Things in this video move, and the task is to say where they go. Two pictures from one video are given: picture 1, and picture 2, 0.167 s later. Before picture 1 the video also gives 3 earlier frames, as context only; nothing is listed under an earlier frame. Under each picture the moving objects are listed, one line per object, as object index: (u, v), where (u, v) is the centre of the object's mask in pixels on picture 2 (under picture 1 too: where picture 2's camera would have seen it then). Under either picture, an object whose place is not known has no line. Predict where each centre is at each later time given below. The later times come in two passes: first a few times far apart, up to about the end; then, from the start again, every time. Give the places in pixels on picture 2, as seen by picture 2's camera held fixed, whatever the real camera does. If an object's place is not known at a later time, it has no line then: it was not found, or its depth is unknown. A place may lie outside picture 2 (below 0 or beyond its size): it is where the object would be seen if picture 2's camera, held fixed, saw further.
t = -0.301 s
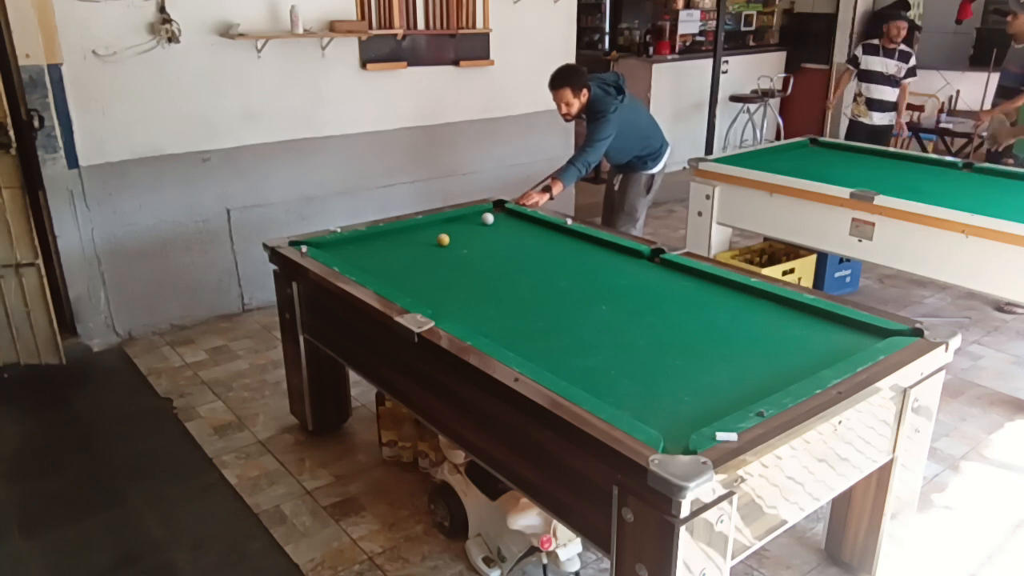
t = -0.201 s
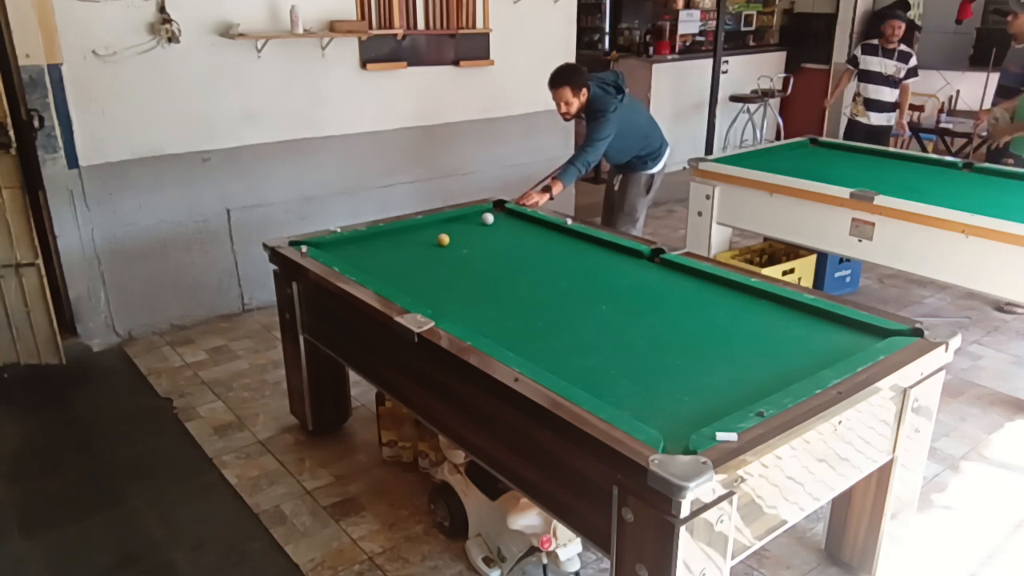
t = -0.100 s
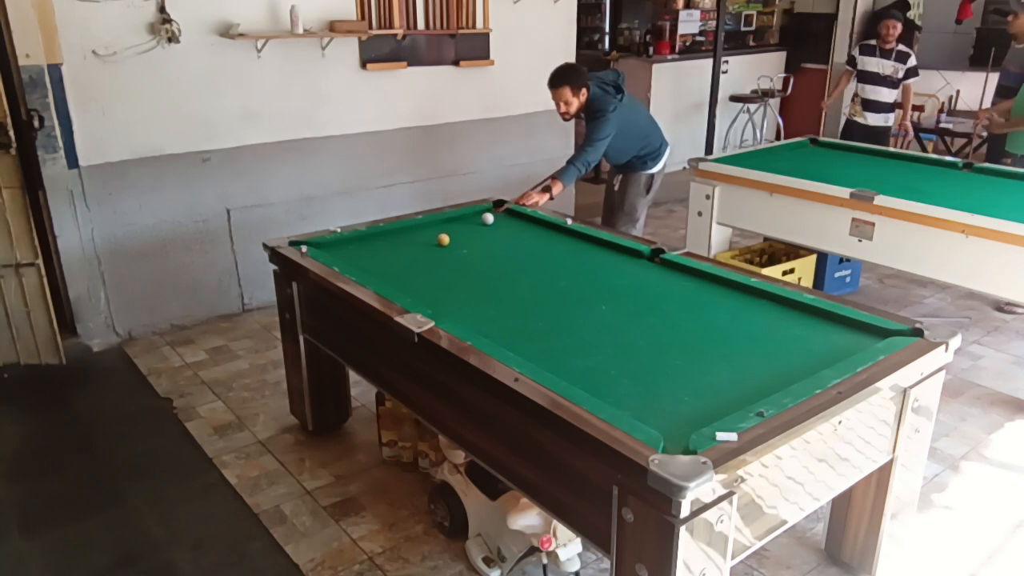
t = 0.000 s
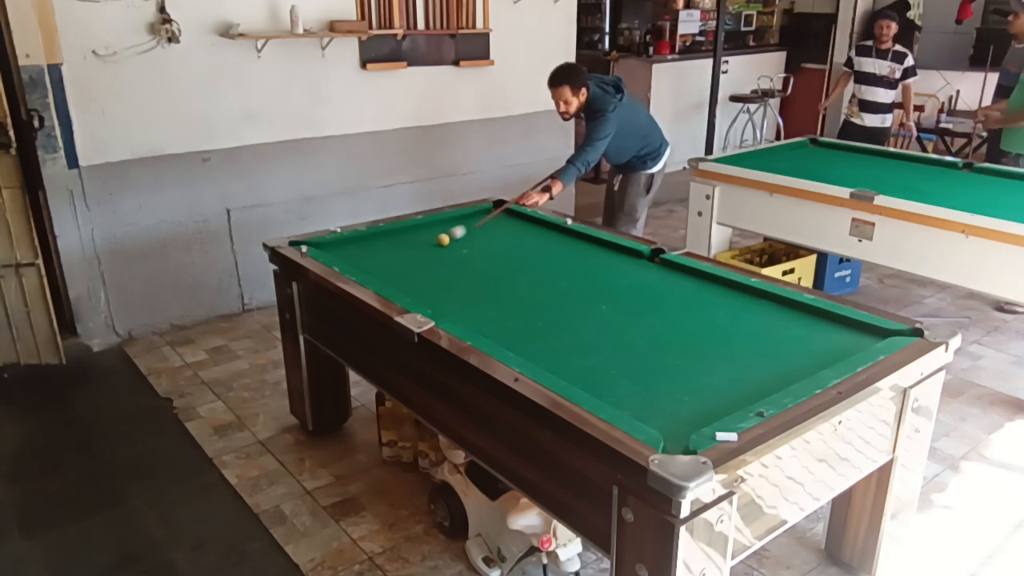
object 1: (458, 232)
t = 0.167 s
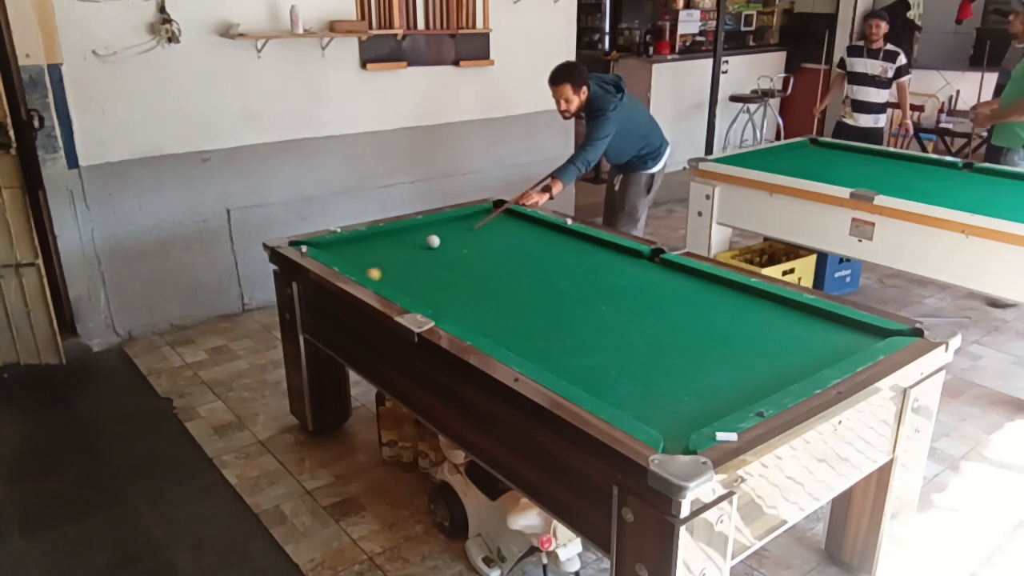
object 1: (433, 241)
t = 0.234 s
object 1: (425, 244)
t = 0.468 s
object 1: (397, 253)
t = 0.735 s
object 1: (364, 264)
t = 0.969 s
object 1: (377, 264)
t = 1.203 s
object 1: (401, 261)
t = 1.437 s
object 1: (424, 257)
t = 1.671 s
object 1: (444, 254)
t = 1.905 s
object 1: (462, 251)
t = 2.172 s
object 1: (481, 248)
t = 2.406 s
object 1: (495, 246)
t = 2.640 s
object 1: (509, 244)
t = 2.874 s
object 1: (521, 242)
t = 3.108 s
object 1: (532, 240)
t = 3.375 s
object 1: (542, 238)
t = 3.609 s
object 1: (550, 236)
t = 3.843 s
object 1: (557, 235)
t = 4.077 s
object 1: (562, 234)
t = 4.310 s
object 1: (567, 233)
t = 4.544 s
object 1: (571, 233)
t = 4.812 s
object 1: (570, 233)
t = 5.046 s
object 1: (570, 233)
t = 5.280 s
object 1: (569, 233)
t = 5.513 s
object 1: (569, 233)
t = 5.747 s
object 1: (569, 233)
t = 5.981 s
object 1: (569, 233)
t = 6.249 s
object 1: (569, 233)
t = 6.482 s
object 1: (569, 233)
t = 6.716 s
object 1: (569, 233)
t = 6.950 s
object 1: (569, 233)
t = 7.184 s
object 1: (569, 233)
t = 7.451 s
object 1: (569, 233)
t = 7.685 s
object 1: (569, 233)
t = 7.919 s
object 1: (569, 233)
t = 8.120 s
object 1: (569, 233)
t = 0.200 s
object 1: (429, 242)
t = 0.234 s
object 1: (425, 244)
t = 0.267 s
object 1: (422, 245)
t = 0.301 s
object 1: (418, 246)
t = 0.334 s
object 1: (413, 248)
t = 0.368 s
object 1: (410, 249)
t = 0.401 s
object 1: (406, 251)
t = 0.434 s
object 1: (402, 252)
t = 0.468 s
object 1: (397, 253)
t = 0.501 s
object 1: (393, 255)
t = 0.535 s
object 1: (389, 256)
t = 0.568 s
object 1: (385, 258)
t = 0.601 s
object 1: (381, 259)
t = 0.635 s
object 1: (377, 260)
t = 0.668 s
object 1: (373, 262)
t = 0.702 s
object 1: (368, 263)
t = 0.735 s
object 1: (364, 264)
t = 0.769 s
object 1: (360, 265)
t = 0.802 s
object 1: (358, 266)
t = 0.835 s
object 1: (363, 266)
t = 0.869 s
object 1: (366, 266)
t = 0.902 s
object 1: (370, 265)
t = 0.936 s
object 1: (373, 265)
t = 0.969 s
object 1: (377, 264)
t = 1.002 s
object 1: (381, 264)
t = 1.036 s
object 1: (384, 263)
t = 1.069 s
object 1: (388, 263)
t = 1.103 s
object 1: (391, 262)
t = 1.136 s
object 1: (395, 262)
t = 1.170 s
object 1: (398, 261)
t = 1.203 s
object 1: (401, 261)
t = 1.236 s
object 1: (405, 260)
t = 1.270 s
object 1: (408, 260)
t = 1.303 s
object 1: (411, 259)
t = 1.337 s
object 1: (414, 259)
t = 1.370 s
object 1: (418, 258)
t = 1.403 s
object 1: (421, 258)
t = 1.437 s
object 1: (424, 257)
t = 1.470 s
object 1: (427, 257)
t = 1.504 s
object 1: (430, 256)
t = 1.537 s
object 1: (432, 256)
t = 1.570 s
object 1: (436, 255)
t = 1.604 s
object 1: (438, 255)
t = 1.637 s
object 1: (441, 255)
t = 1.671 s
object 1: (444, 254)
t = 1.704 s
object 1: (447, 254)
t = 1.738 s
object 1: (449, 253)
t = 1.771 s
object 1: (452, 253)
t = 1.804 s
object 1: (455, 253)
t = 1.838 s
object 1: (457, 252)
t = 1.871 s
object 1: (460, 252)
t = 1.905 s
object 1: (462, 251)
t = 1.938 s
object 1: (465, 251)
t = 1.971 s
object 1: (467, 251)
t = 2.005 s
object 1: (469, 250)
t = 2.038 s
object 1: (472, 250)
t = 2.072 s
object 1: (474, 250)
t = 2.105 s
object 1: (476, 249)
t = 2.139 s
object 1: (478, 249)
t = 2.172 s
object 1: (481, 248)
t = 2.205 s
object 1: (483, 248)
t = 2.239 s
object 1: (485, 248)
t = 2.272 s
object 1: (487, 247)
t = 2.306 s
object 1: (489, 247)
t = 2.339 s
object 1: (491, 247)
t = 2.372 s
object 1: (493, 246)
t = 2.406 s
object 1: (495, 246)
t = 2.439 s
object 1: (497, 246)
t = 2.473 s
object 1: (499, 245)
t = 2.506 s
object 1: (501, 245)
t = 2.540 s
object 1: (504, 245)
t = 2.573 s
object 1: (505, 244)
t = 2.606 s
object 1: (507, 244)
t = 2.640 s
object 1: (509, 244)
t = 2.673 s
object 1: (511, 243)
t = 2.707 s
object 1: (513, 243)
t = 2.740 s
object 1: (515, 243)
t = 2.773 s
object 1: (516, 243)
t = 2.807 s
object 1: (518, 242)
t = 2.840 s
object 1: (519, 242)
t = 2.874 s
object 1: (521, 242)
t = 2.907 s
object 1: (523, 241)
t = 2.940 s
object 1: (524, 241)
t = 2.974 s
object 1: (526, 241)
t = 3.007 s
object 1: (527, 241)
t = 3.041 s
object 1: (529, 240)
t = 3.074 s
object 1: (530, 240)
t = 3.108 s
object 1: (532, 240)
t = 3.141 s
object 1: (533, 240)
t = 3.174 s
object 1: (535, 239)
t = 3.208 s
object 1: (536, 239)
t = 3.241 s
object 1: (537, 239)
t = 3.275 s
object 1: (539, 239)
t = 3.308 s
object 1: (540, 238)
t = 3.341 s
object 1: (541, 238)
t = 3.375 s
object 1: (542, 238)
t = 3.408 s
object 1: (543, 238)
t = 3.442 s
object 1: (545, 237)
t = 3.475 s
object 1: (546, 237)
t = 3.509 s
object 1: (547, 237)
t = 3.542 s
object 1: (548, 237)
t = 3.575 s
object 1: (549, 237)
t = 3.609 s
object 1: (550, 236)
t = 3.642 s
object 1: (551, 236)
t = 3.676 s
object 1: (552, 236)
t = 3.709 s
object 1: (553, 236)
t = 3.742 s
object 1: (554, 236)
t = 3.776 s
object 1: (555, 236)
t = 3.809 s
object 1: (556, 235)
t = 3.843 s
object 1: (557, 235)
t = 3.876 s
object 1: (558, 235)
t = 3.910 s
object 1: (558, 235)
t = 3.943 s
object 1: (559, 235)
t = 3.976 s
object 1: (560, 235)
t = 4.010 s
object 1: (561, 235)
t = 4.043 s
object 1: (562, 235)
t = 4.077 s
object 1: (562, 234)
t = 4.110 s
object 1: (563, 234)
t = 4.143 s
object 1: (564, 234)
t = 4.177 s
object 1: (564, 234)
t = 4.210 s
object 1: (565, 234)
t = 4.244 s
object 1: (566, 233)
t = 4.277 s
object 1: (566, 233)
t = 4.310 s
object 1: (567, 233)
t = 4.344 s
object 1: (568, 233)
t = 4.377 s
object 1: (568, 233)
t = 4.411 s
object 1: (569, 233)
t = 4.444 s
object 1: (569, 233)
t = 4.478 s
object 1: (570, 233)
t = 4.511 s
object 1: (570, 233)
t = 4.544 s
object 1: (571, 233)
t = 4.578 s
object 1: (571, 233)
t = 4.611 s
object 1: (572, 233)
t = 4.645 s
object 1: (571, 233)
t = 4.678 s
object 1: (571, 233)
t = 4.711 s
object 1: (571, 233)
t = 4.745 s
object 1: (571, 233)
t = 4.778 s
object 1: (571, 233)
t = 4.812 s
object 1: (570, 233)
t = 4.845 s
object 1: (570, 233)
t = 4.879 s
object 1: (570, 233)
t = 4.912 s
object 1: (570, 233)
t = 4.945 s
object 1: (570, 233)
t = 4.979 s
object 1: (570, 233)
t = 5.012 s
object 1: (570, 233)
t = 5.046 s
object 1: (570, 233)
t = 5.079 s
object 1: (570, 233)
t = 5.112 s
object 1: (569, 233)
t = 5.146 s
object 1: (569, 233)
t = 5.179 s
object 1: (569, 233)
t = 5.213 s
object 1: (569, 233)
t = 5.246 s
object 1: (569, 233)
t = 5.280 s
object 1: (569, 233)
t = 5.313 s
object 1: (569, 233)
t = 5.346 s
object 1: (569, 233)
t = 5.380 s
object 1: (569, 233)
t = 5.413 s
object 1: (569, 233)
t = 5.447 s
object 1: (569, 233)
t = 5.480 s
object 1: (569, 233)
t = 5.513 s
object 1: (569, 233)
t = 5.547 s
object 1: (569, 233)
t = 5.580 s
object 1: (569, 233)
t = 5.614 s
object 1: (569, 233)
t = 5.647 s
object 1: (569, 233)
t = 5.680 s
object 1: (569, 233)
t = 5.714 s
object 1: (569, 233)
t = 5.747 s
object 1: (569, 233)
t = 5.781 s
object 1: (569, 233)
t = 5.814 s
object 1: (569, 233)
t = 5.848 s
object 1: (569, 233)
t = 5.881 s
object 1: (569, 233)
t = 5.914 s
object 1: (569, 233)
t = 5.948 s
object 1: (569, 233)
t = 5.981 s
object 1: (569, 233)
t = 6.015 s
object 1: (569, 233)
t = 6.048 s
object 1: (569, 233)
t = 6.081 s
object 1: (569, 233)
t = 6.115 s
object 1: (569, 233)
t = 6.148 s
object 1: (569, 233)
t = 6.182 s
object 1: (569, 233)
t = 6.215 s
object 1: (569, 233)
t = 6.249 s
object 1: (569, 233)
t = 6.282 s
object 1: (569, 233)
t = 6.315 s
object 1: (569, 233)
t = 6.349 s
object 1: (569, 233)
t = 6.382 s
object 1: (569, 233)
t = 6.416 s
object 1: (569, 233)
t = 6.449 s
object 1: (569, 233)
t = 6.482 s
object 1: (569, 233)
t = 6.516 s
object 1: (569, 233)
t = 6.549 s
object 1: (569, 233)
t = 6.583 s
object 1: (569, 233)
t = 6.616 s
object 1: (569, 233)
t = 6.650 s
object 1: (569, 233)
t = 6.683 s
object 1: (569, 233)
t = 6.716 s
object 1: (569, 233)
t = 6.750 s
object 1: (569, 233)
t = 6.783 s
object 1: (569, 233)
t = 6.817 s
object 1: (569, 233)
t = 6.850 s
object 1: (569, 233)
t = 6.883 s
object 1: (569, 233)
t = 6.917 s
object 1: (569, 233)
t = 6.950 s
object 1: (569, 233)
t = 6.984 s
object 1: (569, 233)
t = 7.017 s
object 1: (569, 233)
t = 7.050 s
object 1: (569, 233)
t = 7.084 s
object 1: (569, 233)
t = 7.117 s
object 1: (569, 233)
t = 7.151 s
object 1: (569, 233)
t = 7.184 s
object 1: (569, 233)
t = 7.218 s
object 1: (569, 233)
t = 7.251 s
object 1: (569, 233)
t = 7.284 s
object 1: (569, 233)
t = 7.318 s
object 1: (569, 233)
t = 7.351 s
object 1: (569, 233)
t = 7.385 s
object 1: (569, 233)
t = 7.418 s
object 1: (569, 233)
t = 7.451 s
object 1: (569, 233)
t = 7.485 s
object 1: (569, 233)
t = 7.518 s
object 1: (569, 233)
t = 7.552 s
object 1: (569, 233)
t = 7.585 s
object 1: (569, 233)
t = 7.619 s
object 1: (569, 233)
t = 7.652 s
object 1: (569, 233)
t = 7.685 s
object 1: (569, 233)
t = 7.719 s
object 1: (569, 233)
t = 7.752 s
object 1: (569, 233)
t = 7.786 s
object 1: (569, 233)
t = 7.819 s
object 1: (569, 233)
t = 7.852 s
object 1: (569, 233)
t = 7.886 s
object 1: (569, 233)
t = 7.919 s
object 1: (569, 233)
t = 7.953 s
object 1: (569, 233)
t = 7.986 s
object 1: (569, 233)
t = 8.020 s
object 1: (569, 233)
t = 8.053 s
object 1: (569, 233)
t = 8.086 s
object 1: (569, 233)
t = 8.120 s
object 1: (569, 233)
